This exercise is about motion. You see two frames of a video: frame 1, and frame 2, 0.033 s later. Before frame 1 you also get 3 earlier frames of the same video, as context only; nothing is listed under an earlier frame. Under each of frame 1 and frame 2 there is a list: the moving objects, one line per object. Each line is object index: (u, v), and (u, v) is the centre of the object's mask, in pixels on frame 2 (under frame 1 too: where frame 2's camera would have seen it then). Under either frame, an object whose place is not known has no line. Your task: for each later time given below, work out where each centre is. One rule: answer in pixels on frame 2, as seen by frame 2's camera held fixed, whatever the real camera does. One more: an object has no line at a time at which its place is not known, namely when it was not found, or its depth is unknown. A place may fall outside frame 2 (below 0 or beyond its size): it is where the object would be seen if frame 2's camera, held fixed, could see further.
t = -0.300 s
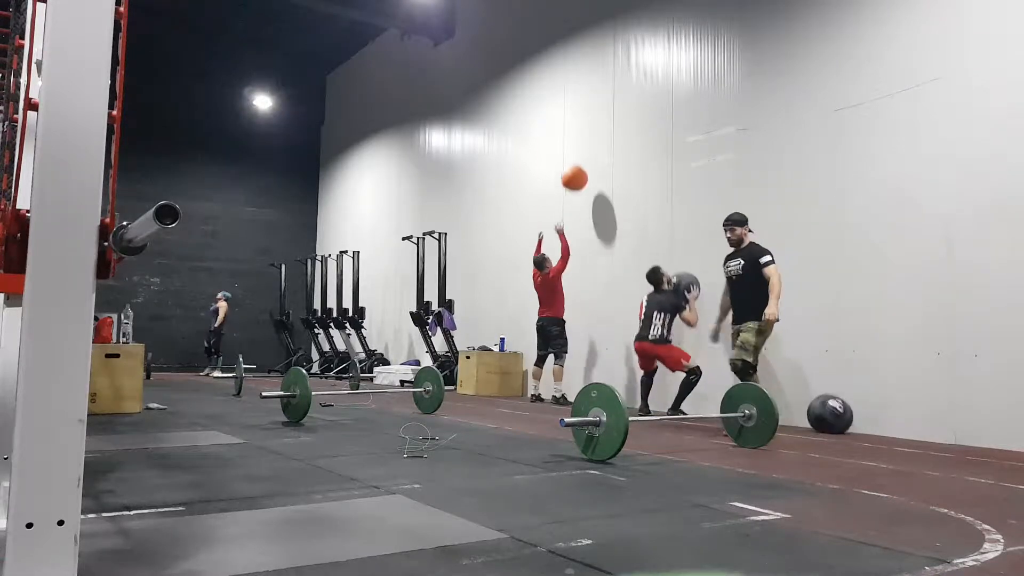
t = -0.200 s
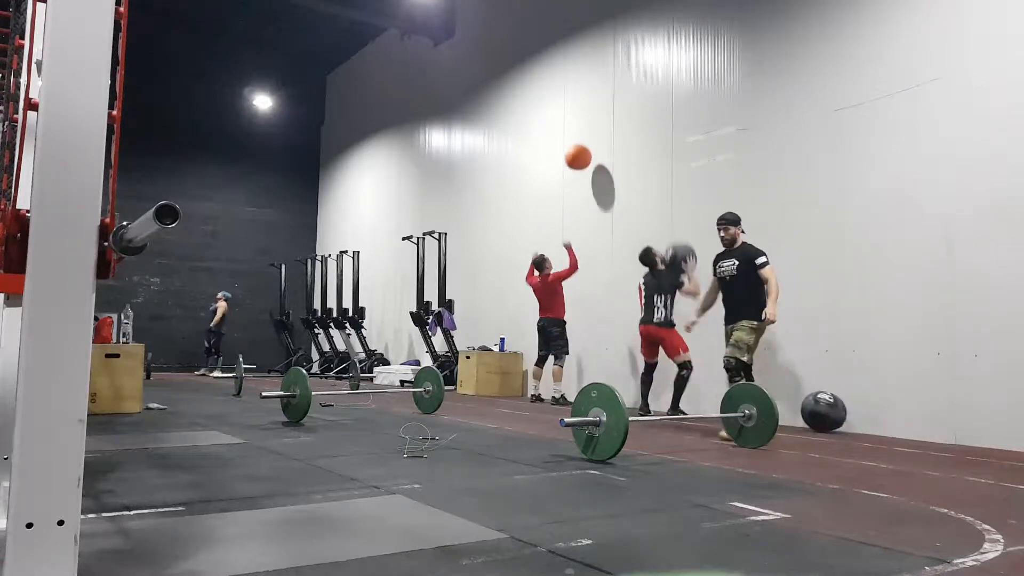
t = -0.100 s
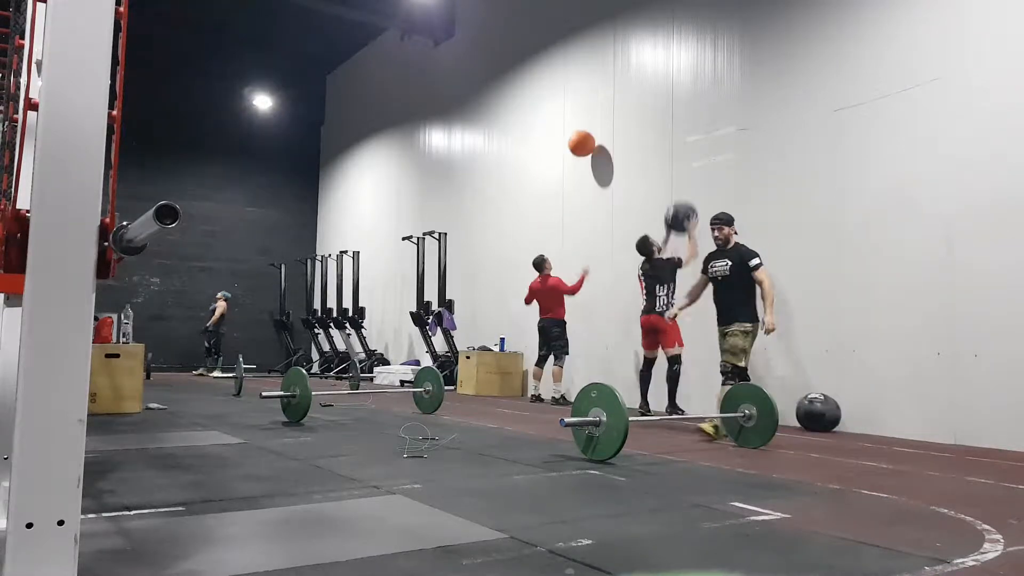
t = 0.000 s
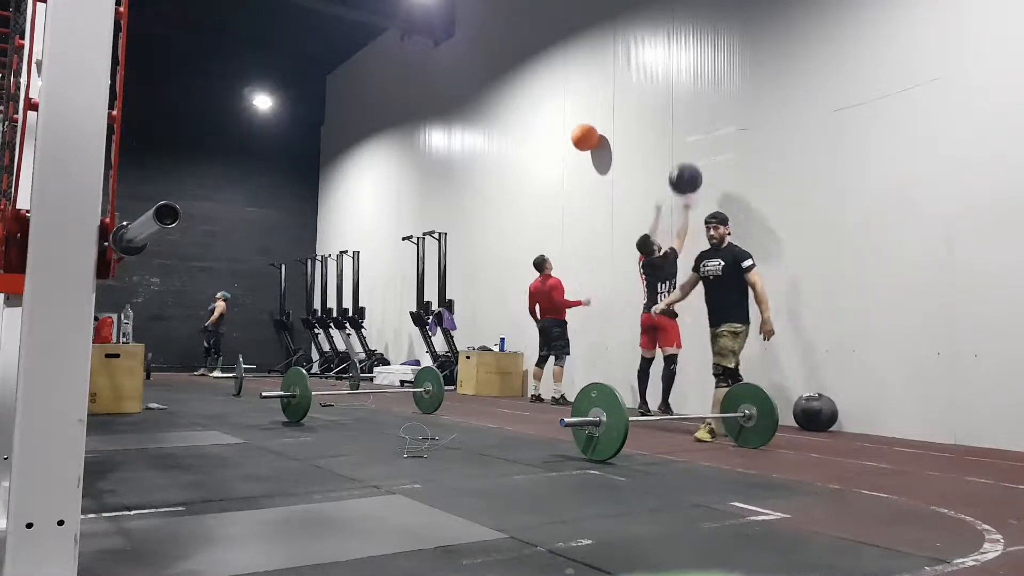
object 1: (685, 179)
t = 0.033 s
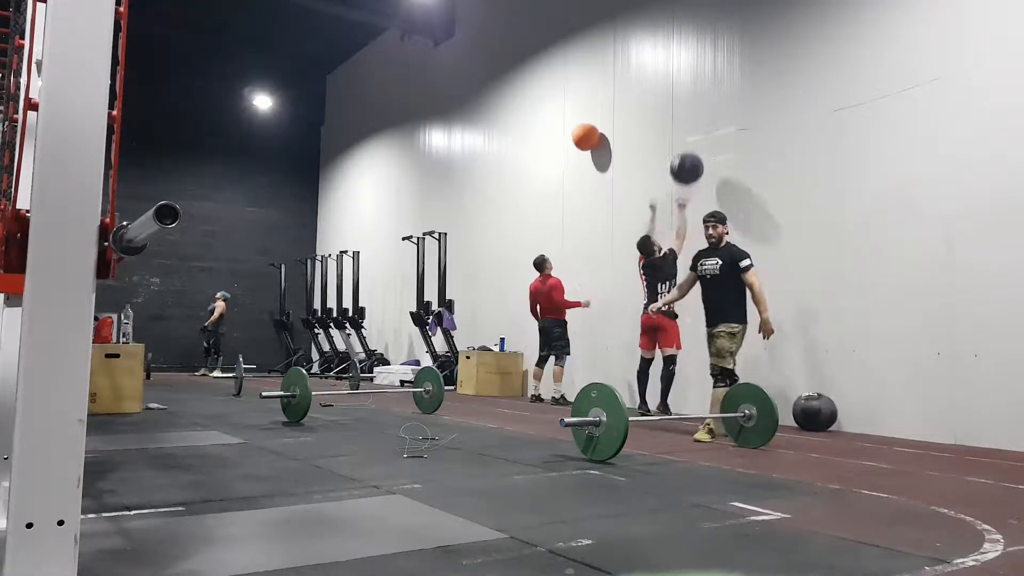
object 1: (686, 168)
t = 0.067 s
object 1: (688, 158)
